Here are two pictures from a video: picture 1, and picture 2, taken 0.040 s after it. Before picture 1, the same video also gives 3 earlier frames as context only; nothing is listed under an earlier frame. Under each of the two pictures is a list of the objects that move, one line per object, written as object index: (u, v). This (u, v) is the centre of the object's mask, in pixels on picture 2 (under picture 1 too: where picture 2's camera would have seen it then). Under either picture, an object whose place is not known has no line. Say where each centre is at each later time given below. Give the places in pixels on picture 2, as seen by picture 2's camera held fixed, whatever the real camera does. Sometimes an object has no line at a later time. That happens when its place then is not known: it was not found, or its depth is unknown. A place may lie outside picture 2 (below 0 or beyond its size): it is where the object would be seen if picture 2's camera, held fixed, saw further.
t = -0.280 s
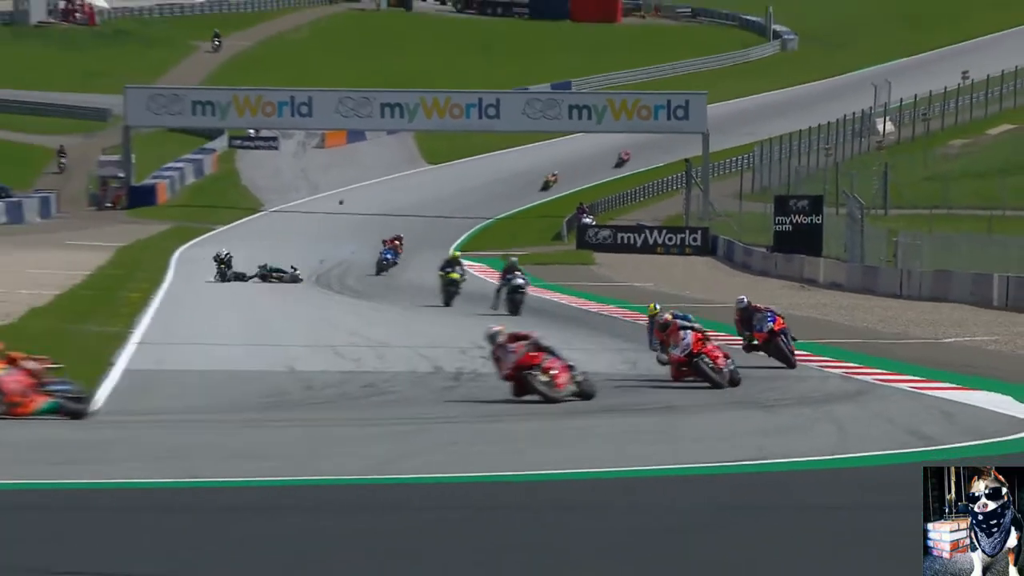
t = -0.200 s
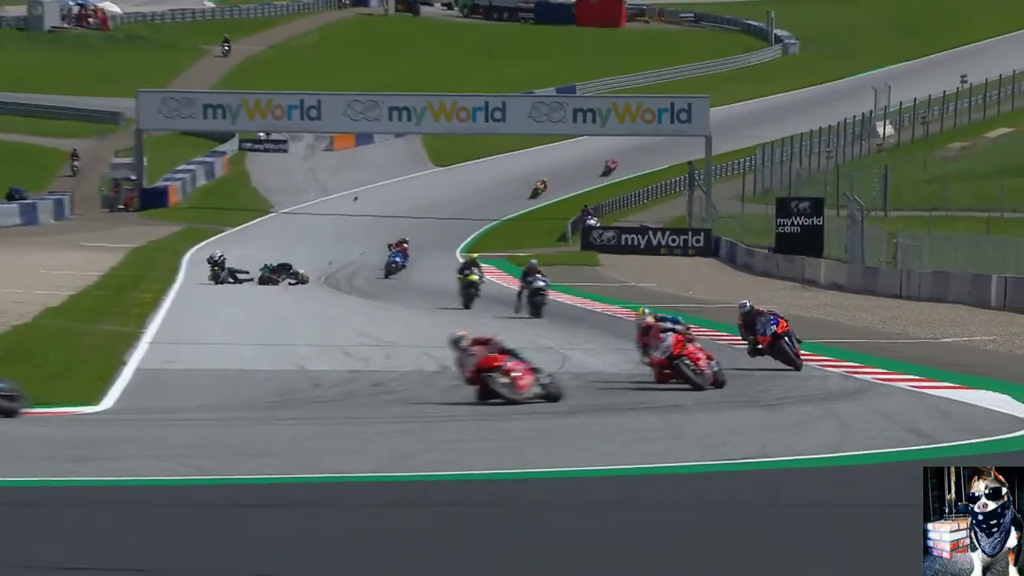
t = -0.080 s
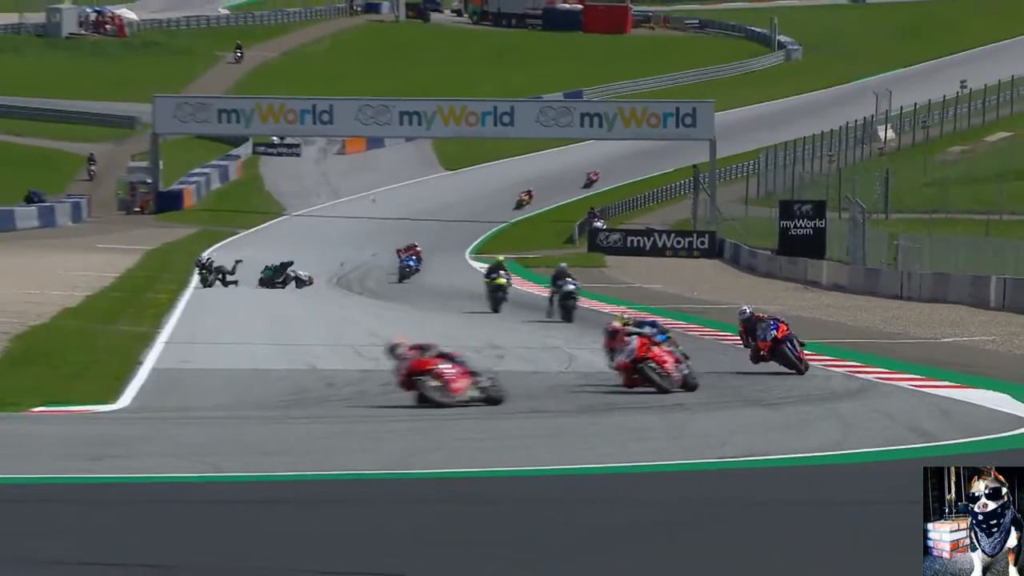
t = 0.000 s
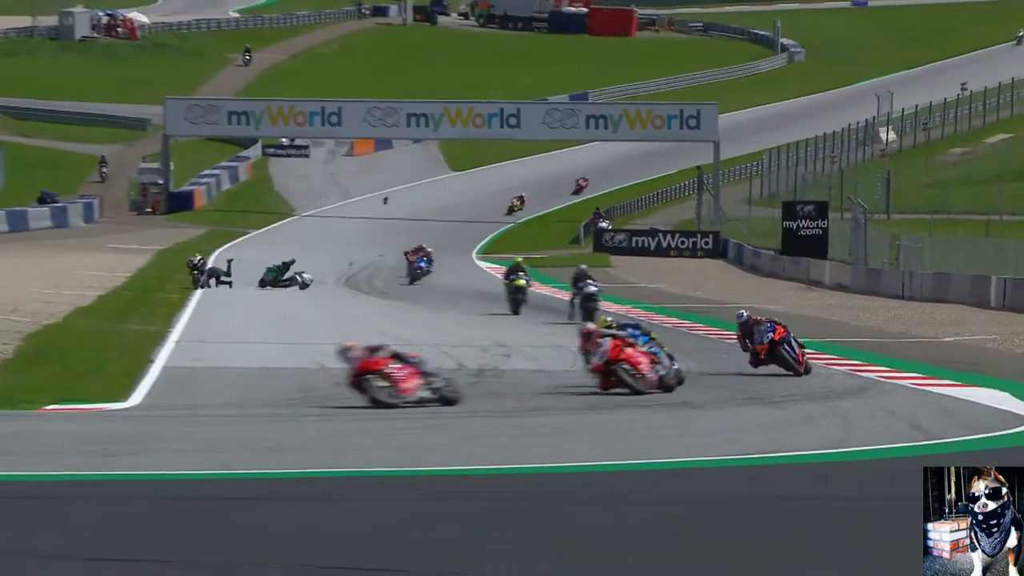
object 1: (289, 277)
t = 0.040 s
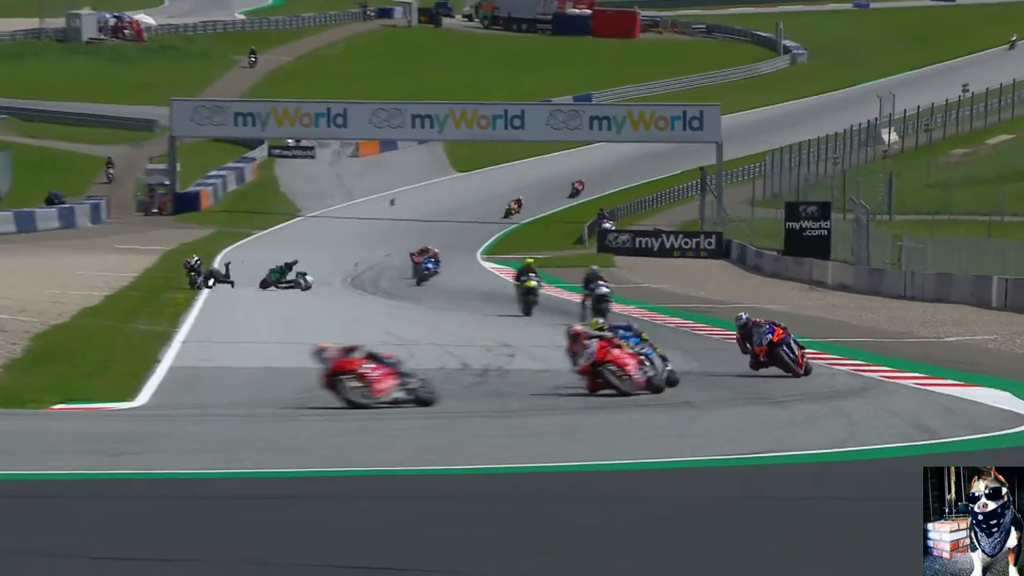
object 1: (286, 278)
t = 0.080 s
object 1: (285, 279)
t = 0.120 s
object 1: (282, 280)
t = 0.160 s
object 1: (281, 280)
